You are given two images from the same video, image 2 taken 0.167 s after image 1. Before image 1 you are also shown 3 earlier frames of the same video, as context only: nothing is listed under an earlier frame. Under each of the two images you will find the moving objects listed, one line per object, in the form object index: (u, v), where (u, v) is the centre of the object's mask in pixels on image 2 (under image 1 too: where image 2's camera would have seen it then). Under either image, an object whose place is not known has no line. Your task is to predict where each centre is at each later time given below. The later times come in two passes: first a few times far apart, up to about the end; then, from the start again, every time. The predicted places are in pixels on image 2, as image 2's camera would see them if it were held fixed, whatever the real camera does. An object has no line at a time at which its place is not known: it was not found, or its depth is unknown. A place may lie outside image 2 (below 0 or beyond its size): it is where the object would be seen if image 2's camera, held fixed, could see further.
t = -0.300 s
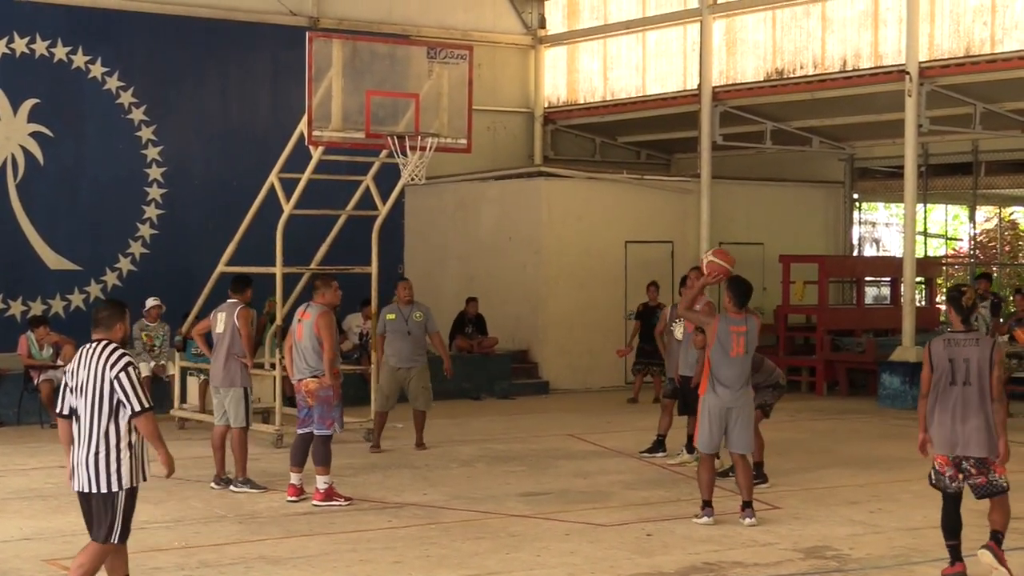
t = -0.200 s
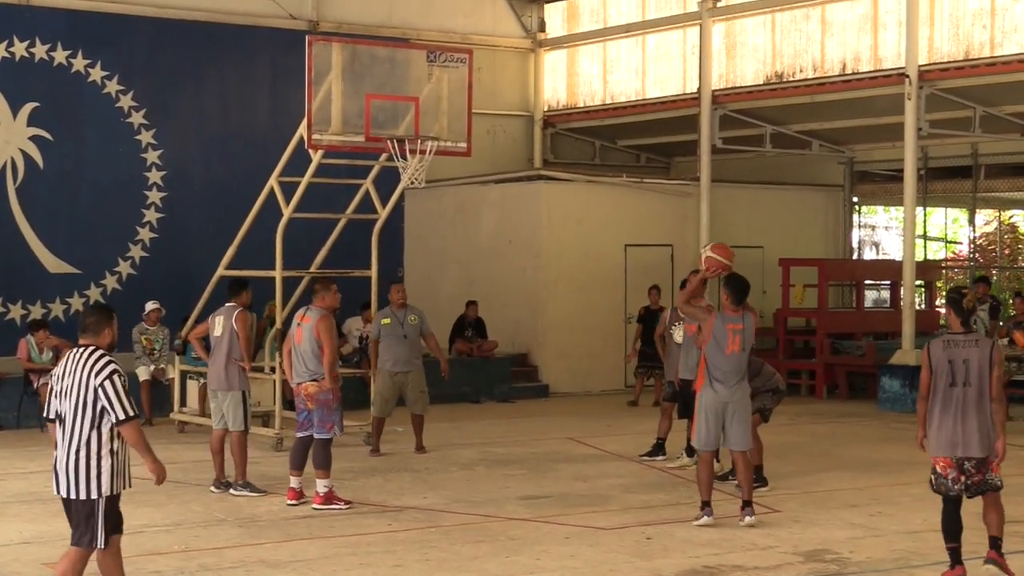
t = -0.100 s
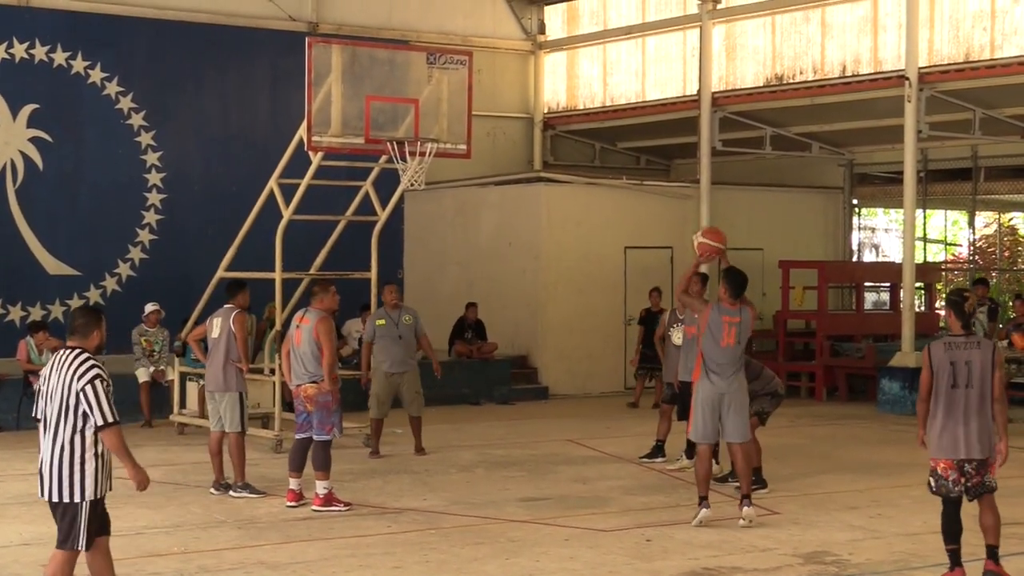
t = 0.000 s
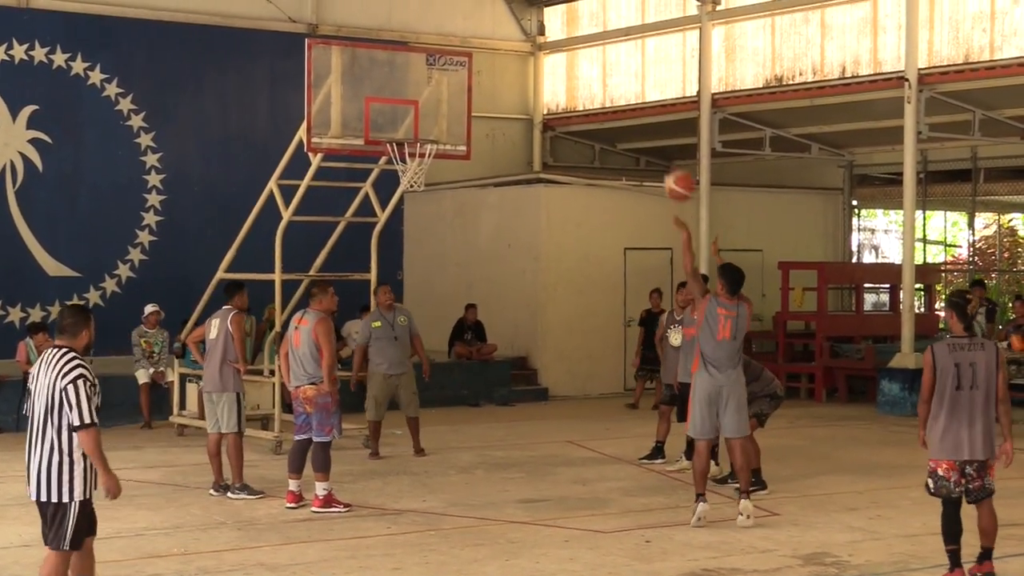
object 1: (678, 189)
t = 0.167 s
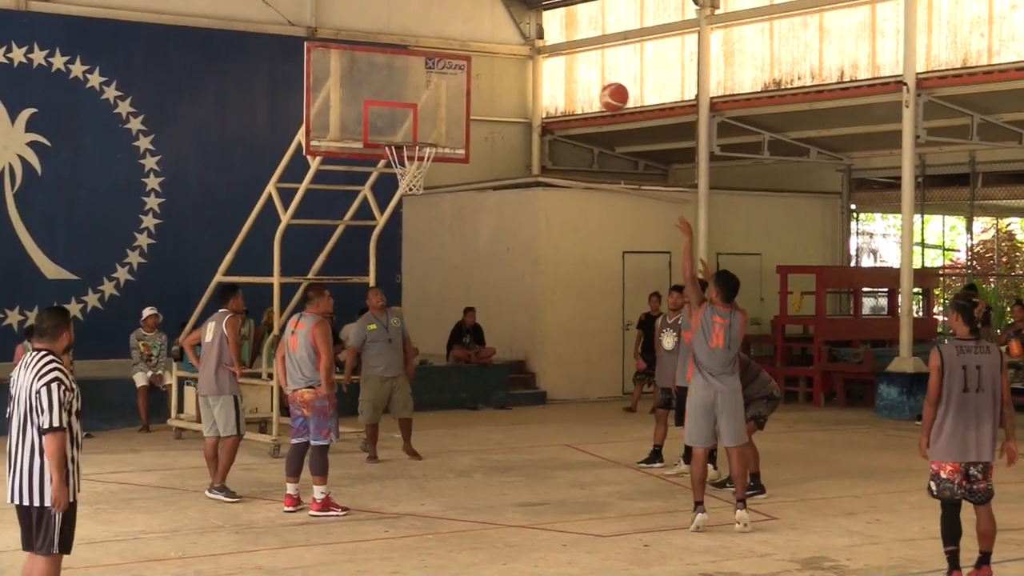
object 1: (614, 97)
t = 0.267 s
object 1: (578, 62)
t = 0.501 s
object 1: (502, 30)
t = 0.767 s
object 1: (427, 71)
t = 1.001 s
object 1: (375, 118)
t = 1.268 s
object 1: (392, 82)
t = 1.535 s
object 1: (410, 121)
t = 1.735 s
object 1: (423, 204)
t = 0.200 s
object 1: (602, 84)
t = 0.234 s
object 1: (590, 72)
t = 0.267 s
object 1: (578, 62)
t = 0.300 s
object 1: (567, 53)
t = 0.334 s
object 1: (556, 46)
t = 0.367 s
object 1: (544, 40)
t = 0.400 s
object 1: (533, 35)
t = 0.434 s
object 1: (524, 33)
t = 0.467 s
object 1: (514, 32)
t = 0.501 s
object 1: (502, 30)
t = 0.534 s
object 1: (492, 32)
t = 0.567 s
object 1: (483, 34)
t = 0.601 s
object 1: (474, 37)
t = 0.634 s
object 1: (463, 42)
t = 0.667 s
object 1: (454, 45)
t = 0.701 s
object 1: (445, 54)
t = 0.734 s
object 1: (436, 63)
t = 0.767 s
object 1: (427, 71)
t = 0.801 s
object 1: (418, 81)
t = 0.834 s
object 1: (409, 91)
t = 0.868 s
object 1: (401, 103)
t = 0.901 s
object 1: (392, 116)
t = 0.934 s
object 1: (384, 131)
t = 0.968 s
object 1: (378, 125)
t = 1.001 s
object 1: (375, 118)
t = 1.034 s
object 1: (377, 109)
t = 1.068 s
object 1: (379, 102)
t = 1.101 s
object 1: (381, 96)
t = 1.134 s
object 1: (383, 90)
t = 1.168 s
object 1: (386, 87)
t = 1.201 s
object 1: (388, 84)
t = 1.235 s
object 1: (390, 82)
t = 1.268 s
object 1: (392, 82)
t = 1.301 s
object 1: (394, 82)
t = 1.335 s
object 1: (396, 84)
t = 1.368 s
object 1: (399, 87)
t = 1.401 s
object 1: (401, 92)
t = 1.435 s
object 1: (403, 97)
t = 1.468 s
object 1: (405, 104)
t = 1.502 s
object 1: (408, 111)
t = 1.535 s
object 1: (410, 121)
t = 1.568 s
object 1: (412, 132)
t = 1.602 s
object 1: (414, 143)
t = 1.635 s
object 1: (416, 157)
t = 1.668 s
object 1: (419, 170)
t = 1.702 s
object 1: (421, 187)
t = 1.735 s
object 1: (423, 204)
